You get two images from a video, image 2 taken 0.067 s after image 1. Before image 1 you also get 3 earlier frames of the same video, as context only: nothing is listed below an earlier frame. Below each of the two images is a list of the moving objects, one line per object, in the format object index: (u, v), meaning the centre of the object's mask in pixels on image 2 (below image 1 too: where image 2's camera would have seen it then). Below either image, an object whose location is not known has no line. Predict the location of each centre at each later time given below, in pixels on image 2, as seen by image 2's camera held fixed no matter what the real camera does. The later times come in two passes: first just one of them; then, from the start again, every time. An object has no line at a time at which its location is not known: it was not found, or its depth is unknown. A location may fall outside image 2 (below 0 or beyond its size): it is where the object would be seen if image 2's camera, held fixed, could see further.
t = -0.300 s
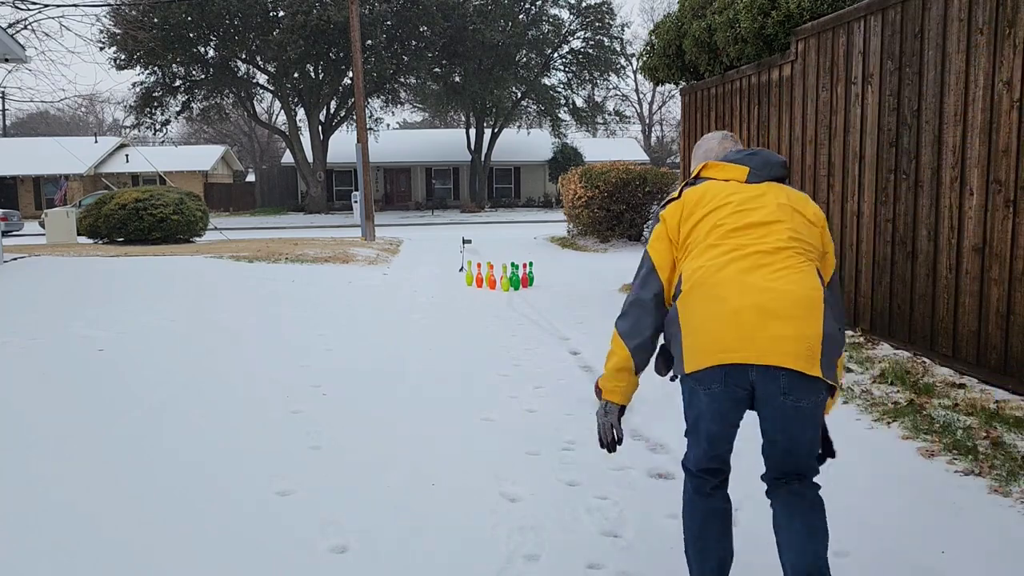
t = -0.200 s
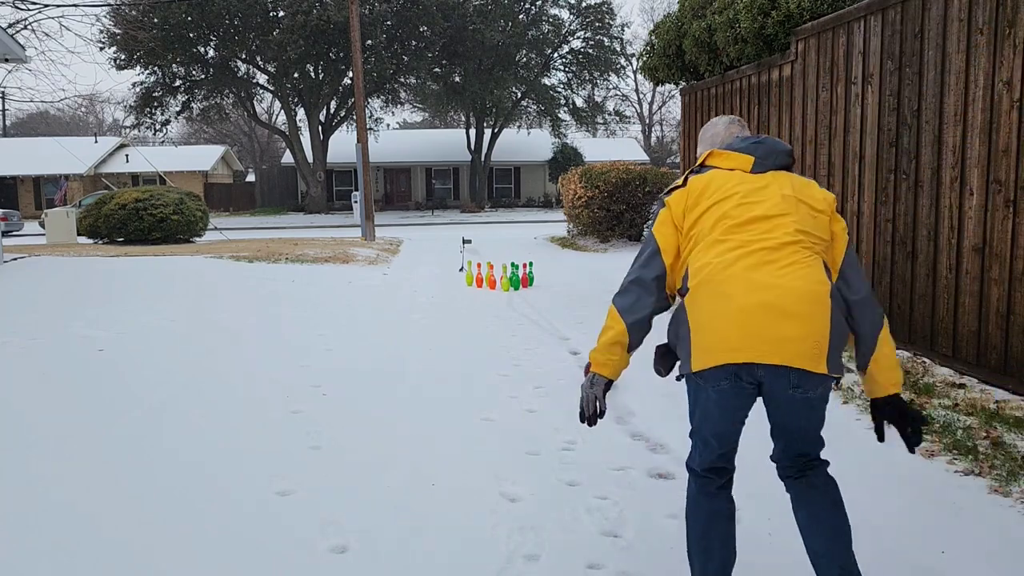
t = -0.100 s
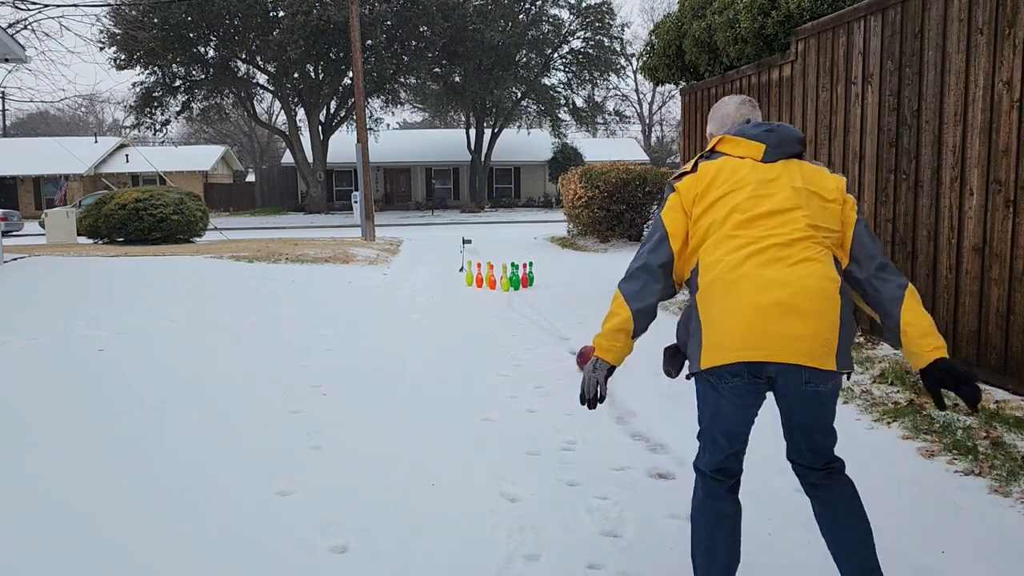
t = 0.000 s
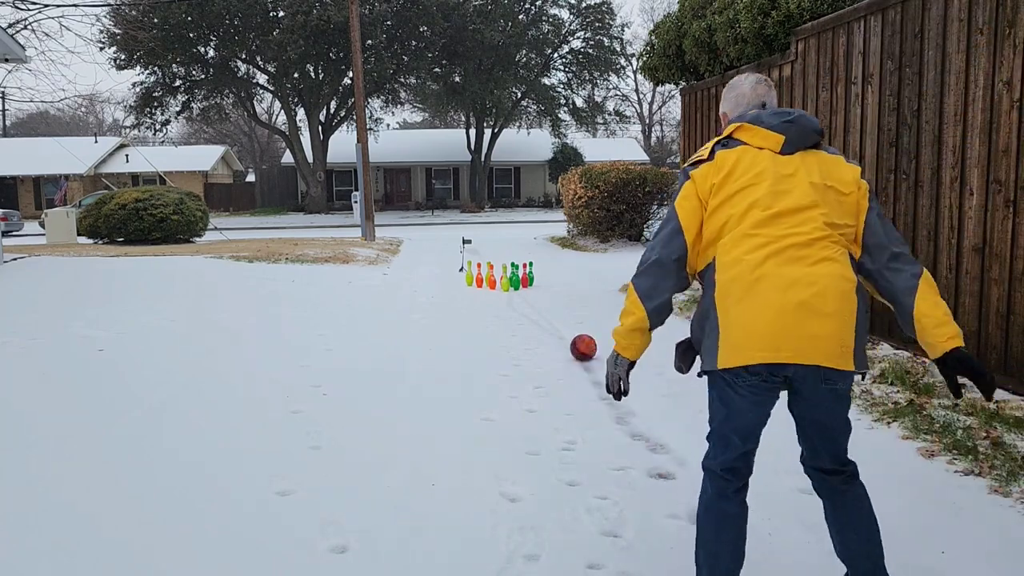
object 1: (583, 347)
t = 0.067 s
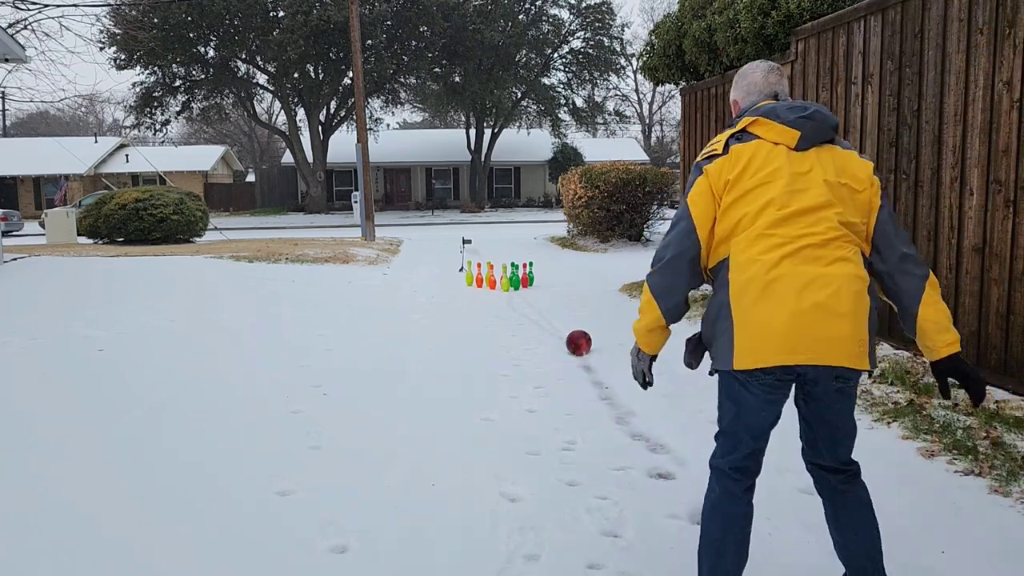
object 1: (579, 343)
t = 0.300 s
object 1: (560, 325)
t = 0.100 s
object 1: (576, 339)
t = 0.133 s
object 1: (573, 336)
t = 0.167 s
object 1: (570, 333)
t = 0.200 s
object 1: (568, 331)
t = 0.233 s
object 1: (565, 329)
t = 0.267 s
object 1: (562, 327)
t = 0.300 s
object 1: (560, 325)
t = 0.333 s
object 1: (558, 322)
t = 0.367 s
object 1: (555, 320)
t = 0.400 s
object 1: (553, 319)
